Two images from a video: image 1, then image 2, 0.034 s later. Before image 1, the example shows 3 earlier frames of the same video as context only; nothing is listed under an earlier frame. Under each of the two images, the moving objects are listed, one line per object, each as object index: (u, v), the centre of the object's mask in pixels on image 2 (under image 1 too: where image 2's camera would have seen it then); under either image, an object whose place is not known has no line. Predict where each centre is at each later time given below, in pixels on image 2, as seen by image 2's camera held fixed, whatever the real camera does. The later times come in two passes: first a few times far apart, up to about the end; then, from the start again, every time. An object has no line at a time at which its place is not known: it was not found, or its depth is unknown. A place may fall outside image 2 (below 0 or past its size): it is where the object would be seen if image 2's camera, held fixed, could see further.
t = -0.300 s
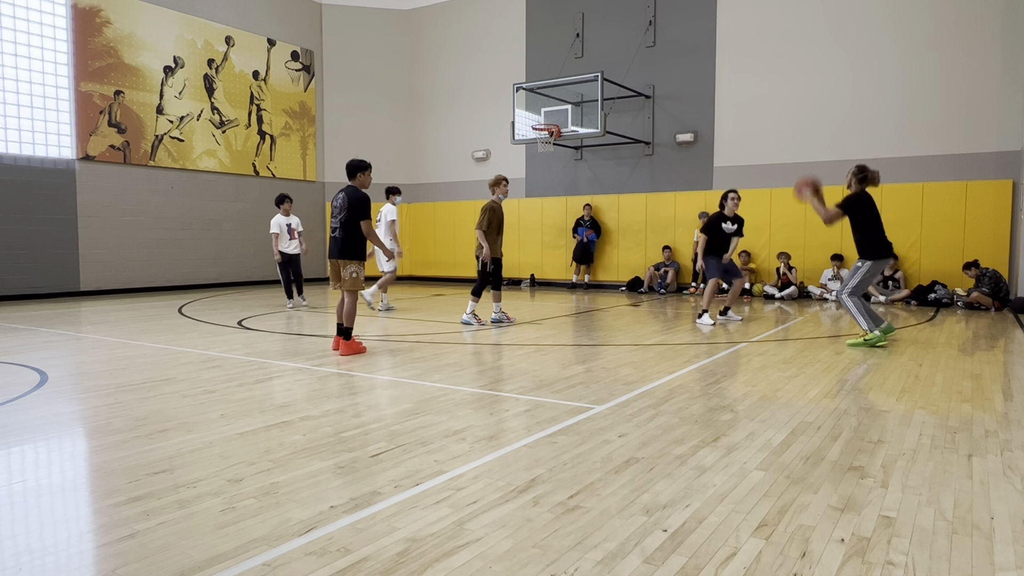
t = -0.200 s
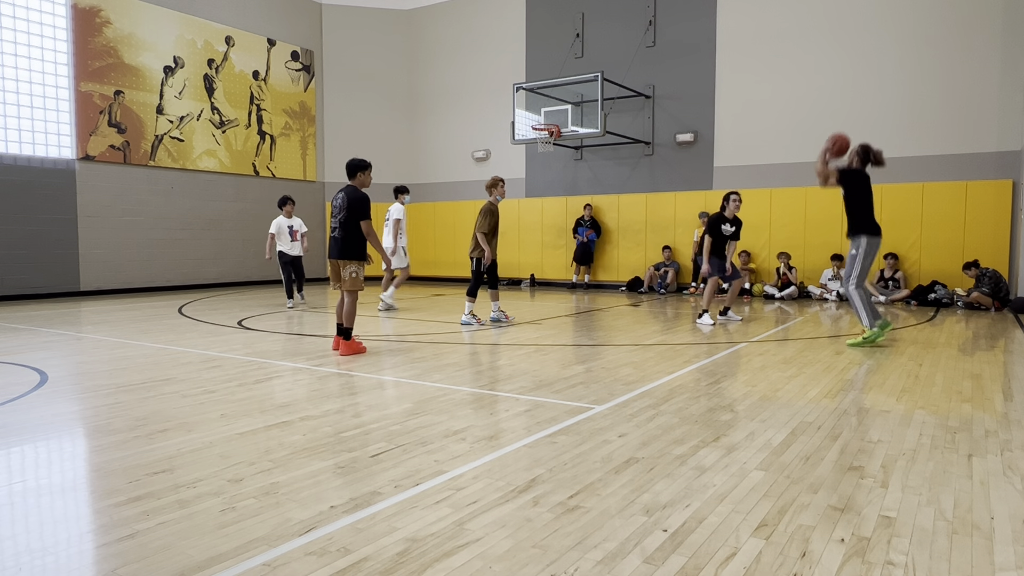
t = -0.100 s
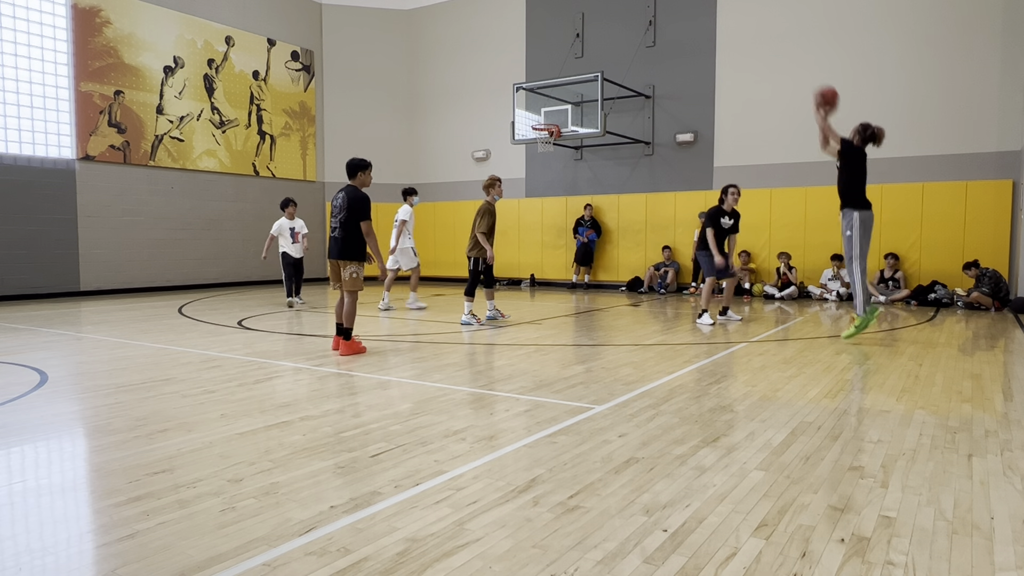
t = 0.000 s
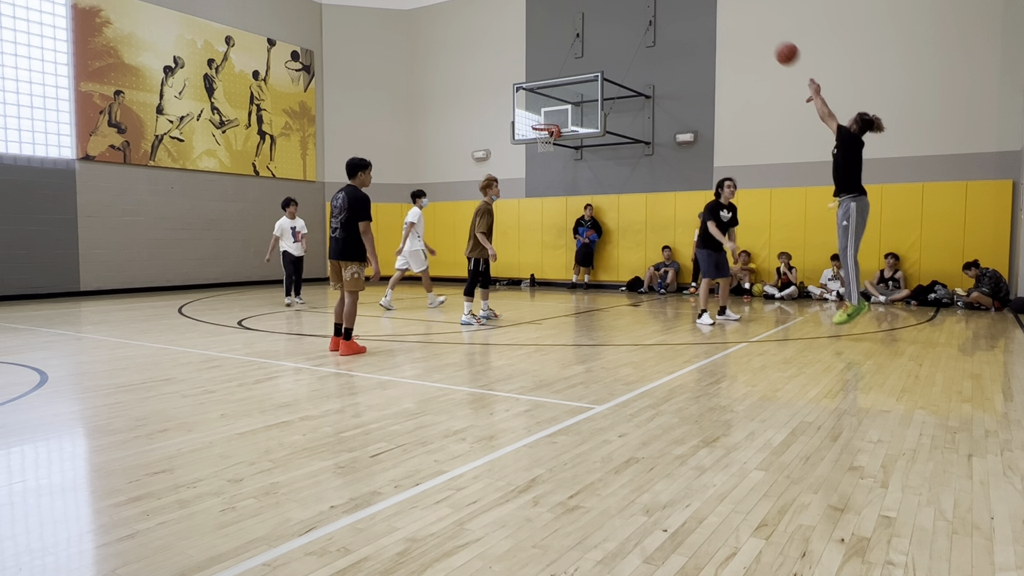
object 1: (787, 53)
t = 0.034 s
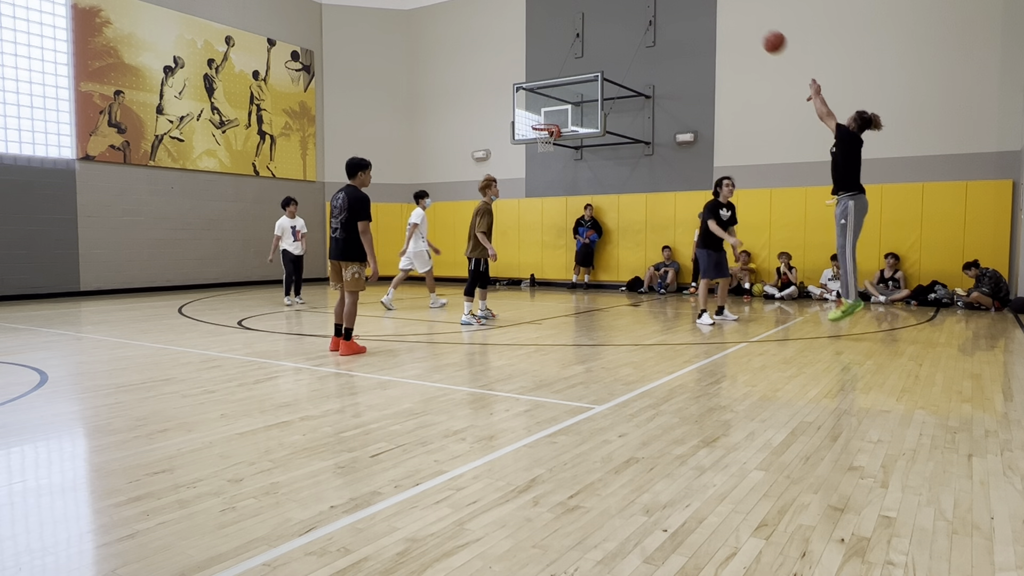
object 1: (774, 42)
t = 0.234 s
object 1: (707, 5)
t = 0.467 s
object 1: (645, 4)
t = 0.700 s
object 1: (595, 32)
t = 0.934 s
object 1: (553, 90)
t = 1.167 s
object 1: (531, 117)
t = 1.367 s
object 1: (517, 127)
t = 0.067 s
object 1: (762, 32)
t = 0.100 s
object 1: (750, 23)
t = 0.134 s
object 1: (739, 16)
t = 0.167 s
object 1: (728, 10)
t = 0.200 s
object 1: (717, 7)
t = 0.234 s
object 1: (707, 5)
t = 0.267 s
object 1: (697, 4)
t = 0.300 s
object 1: (687, 3)
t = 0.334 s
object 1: (678, 2)
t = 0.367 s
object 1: (669, 2)
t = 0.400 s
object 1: (661, 2)
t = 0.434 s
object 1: (653, 3)
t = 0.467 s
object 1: (645, 4)
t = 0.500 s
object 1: (636, 5)
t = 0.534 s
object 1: (629, 6)
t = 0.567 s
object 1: (622, 9)
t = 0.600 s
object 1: (615, 14)
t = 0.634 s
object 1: (608, 19)
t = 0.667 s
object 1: (601, 25)
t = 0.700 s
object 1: (595, 32)
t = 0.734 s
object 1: (588, 38)
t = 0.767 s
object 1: (582, 46)
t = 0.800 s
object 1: (575, 53)
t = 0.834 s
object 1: (570, 62)
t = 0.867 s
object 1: (564, 70)
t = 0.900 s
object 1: (558, 79)
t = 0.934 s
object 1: (553, 90)
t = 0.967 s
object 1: (547, 100)
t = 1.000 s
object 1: (543, 109)
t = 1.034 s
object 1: (538, 118)
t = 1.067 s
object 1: (536, 117)
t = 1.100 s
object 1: (534, 117)
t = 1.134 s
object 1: (532, 117)
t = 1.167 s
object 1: (531, 117)
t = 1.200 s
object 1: (529, 118)
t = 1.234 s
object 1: (528, 120)
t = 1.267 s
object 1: (526, 122)
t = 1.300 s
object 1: (525, 125)
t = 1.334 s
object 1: (521, 126)
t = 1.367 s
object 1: (517, 127)
